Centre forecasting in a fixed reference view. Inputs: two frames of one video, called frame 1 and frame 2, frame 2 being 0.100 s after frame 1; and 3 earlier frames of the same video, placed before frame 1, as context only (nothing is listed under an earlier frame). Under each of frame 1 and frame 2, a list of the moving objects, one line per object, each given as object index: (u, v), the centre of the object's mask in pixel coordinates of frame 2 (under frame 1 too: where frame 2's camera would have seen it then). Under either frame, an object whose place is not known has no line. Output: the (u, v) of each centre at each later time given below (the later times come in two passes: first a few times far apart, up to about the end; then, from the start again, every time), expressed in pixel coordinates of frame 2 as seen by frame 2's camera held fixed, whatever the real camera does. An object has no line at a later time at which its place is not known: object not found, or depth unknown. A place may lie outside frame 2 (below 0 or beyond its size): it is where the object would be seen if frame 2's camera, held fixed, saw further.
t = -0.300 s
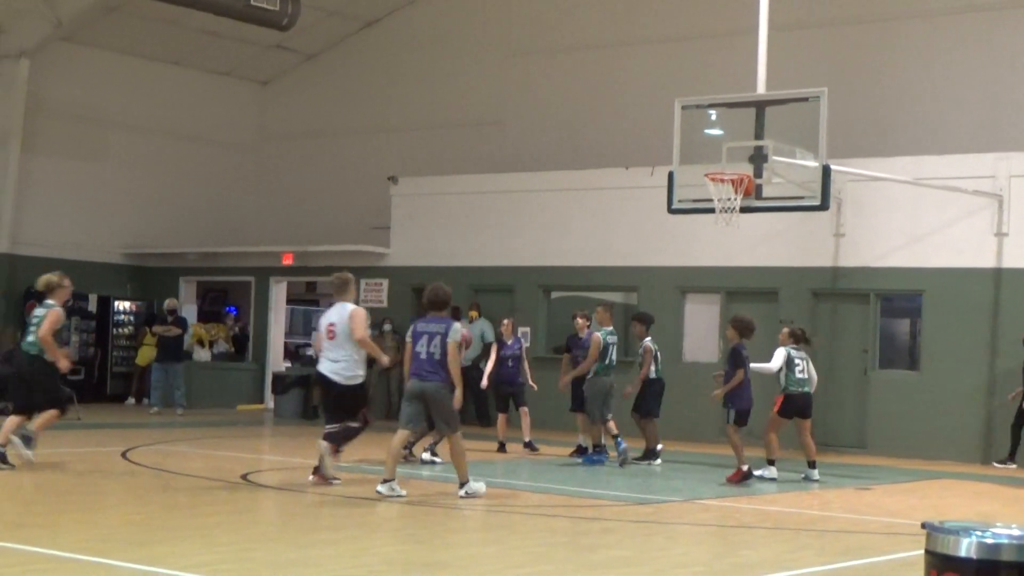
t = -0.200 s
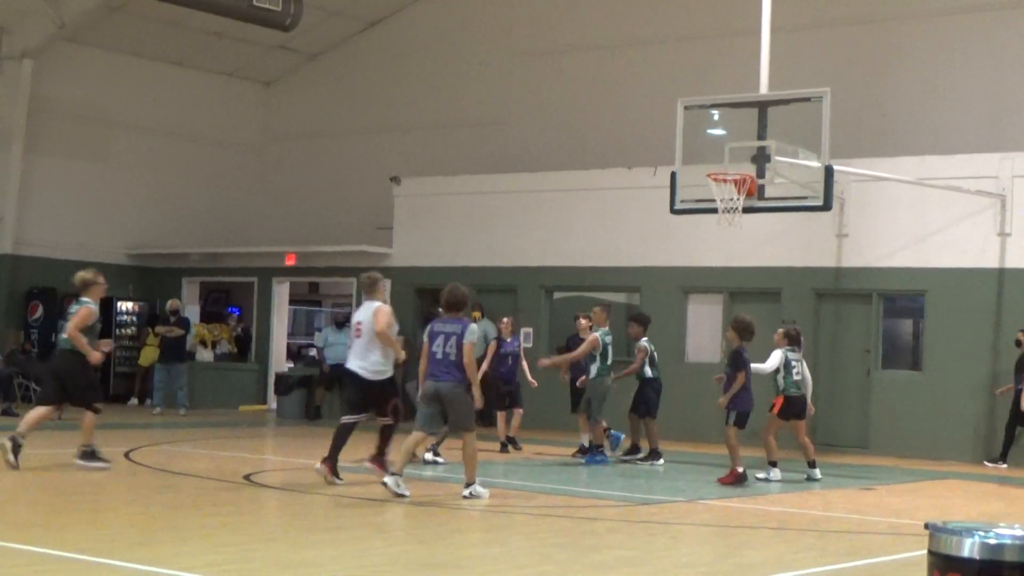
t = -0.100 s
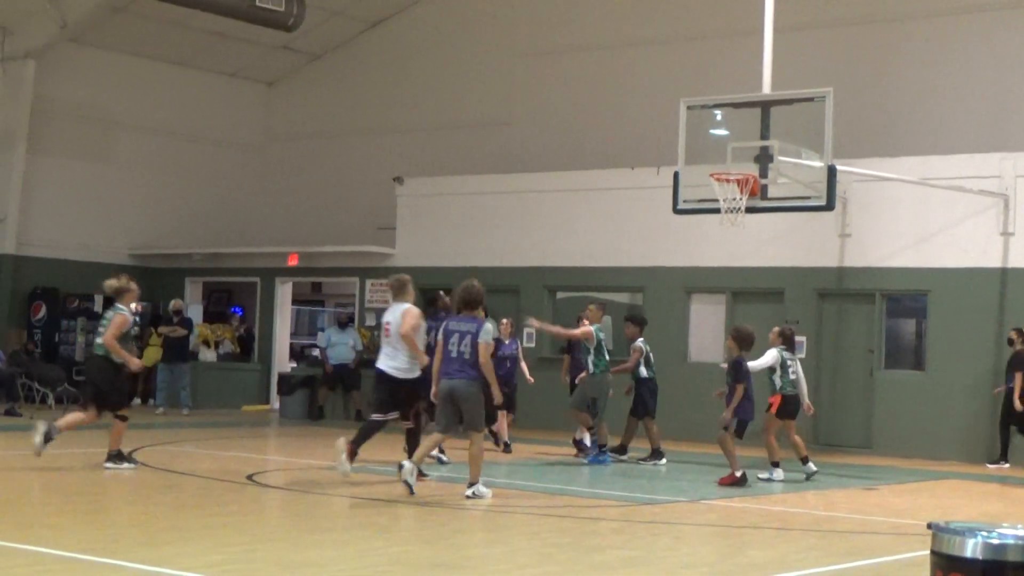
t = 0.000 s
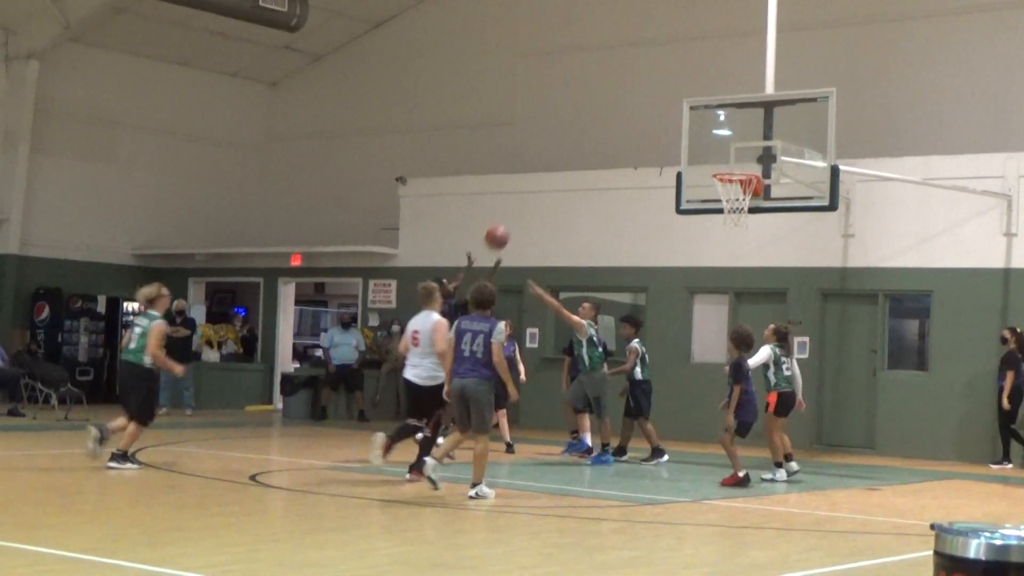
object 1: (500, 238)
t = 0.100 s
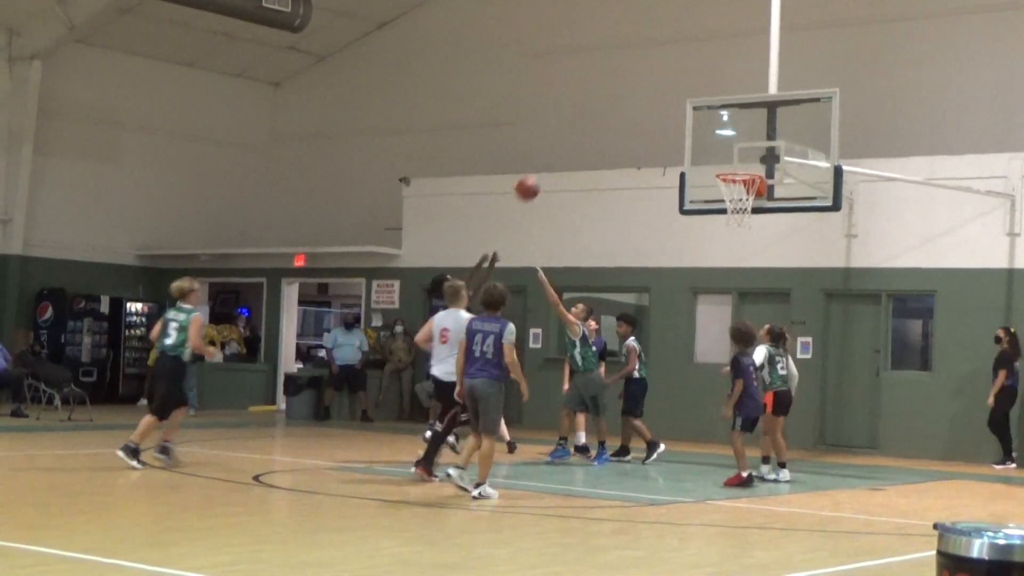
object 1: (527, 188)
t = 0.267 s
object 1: (573, 129)
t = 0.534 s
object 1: (642, 91)
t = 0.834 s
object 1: (712, 126)
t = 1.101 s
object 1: (736, 191)
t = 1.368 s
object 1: (725, 202)
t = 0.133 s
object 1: (537, 174)
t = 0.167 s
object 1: (546, 161)
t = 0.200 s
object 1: (555, 149)
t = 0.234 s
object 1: (564, 139)
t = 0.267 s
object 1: (573, 129)
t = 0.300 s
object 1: (582, 120)
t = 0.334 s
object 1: (591, 113)
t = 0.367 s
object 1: (599, 107)
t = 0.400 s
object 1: (608, 102)
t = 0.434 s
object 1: (617, 97)
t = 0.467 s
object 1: (625, 94)
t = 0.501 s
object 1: (634, 92)
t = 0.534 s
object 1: (642, 91)
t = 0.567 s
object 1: (650, 91)
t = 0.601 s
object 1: (658, 92)
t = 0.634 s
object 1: (666, 94)
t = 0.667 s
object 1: (674, 97)
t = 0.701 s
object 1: (682, 101)
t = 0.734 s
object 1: (690, 106)
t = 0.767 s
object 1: (698, 112)
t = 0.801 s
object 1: (705, 119)
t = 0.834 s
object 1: (712, 126)
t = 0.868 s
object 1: (720, 136)
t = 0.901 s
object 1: (727, 146)
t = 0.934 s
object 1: (734, 157)
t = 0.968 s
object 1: (742, 166)
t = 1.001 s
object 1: (744, 178)
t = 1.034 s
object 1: (742, 183)
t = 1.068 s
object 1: (740, 187)
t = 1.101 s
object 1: (736, 191)
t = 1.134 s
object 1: (734, 190)
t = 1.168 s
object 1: (732, 190)
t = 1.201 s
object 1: (730, 189)
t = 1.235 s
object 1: (728, 193)
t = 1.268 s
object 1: (727, 194)
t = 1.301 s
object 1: (727, 192)
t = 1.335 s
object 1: (726, 199)
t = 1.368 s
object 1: (725, 202)
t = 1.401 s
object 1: (724, 207)
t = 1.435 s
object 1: (723, 212)
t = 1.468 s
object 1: (722, 219)
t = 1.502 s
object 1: (721, 227)
